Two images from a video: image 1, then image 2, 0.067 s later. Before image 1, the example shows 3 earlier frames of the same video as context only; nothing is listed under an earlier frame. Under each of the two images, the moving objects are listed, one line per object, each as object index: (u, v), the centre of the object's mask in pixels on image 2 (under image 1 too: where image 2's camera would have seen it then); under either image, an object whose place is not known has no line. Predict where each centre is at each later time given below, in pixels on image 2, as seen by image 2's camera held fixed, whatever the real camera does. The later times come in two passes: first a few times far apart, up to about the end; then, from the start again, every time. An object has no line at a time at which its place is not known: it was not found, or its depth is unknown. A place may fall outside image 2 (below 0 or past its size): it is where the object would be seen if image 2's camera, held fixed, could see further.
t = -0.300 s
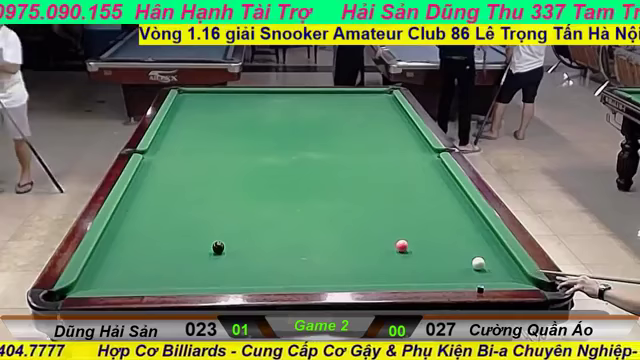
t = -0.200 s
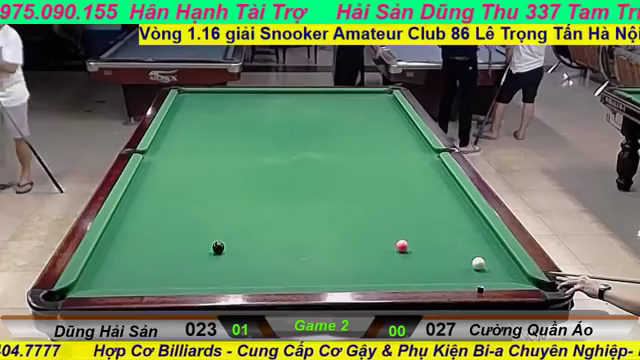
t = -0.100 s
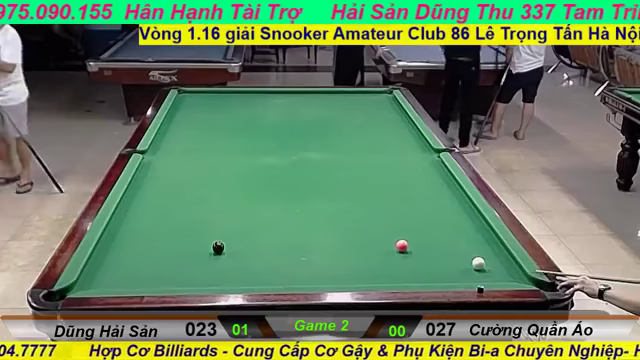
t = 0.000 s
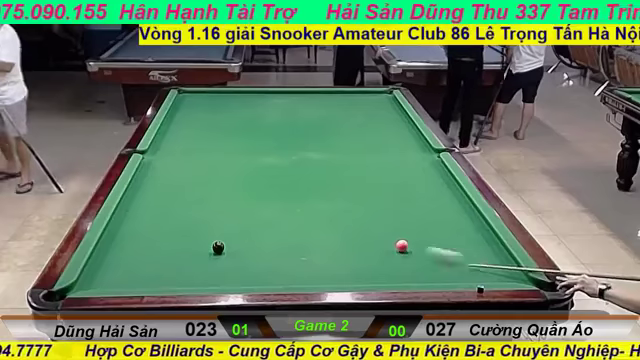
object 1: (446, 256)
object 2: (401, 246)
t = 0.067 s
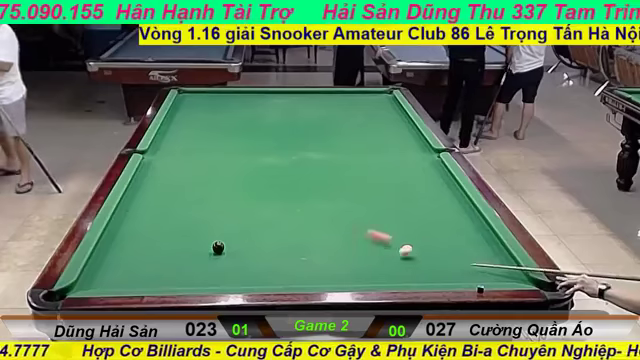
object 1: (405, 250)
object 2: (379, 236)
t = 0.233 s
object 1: (384, 263)
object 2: (285, 202)
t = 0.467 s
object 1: (359, 278)
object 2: (194, 170)
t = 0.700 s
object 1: (339, 278)
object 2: (147, 155)
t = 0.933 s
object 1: (323, 271)
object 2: (200, 154)
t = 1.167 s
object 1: (309, 265)
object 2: (244, 153)
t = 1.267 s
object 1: (301, 261)
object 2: (269, 152)
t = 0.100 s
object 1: (400, 253)
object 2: (358, 229)
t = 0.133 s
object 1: (395, 255)
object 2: (338, 222)
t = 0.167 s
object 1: (391, 258)
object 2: (319, 215)
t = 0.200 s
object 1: (387, 260)
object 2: (301, 209)
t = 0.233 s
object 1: (384, 263)
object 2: (285, 202)
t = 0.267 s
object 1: (380, 265)
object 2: (270, 198)
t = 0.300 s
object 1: (377, 267)
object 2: (256, 193)
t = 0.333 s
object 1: (373, 270)
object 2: (242, 188)
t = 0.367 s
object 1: (370, 272)
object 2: (230, 184)
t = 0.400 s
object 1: (366, 274)
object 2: (217, 179)
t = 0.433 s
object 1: (363, 277)
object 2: (205, 175)
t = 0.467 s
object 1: (359, 278)
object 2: (194, 170)
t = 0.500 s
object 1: (355, 280)
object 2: (184, 167)
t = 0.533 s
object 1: (351, 282)
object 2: (174, 163)
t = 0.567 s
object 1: (348, 281)
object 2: (165, 160)
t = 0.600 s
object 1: (346, 280)
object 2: (154, 156)
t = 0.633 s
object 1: (344, 279)
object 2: (147, 153)
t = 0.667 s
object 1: (342, 278)
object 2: (143, 152)
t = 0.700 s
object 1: (339, 278)
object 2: (147, 155)
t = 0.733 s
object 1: (337, 278)
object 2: (154, 155)
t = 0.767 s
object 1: (335, 277)
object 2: (164, 154)
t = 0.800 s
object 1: (332, 276)
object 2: (172, 154)
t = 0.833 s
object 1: (330, 275)
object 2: (180, 154)
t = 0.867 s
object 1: (328, 273)
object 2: (188, 154)
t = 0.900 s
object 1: (326, 272)
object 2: (194, 154)
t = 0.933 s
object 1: (323, 271)
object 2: (200, 154)
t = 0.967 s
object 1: (321, 270)
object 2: (206, 154)
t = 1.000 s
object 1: (319, 269)
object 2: (213, 154)
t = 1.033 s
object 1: (317, 269)
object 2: (219, 153)
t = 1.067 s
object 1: (315, 268)
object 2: (226, 153)
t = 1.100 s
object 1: (313, 267)
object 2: (232, 153)
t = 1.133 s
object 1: (311, 266)
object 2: (238, 153)
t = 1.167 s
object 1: (309, 265)
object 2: (244, 153)
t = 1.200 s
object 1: (307, 264)
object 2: (251, 153)
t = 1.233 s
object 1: (305, 263)
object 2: (257, 153)
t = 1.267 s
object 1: (301, 261)
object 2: (269, 152)
